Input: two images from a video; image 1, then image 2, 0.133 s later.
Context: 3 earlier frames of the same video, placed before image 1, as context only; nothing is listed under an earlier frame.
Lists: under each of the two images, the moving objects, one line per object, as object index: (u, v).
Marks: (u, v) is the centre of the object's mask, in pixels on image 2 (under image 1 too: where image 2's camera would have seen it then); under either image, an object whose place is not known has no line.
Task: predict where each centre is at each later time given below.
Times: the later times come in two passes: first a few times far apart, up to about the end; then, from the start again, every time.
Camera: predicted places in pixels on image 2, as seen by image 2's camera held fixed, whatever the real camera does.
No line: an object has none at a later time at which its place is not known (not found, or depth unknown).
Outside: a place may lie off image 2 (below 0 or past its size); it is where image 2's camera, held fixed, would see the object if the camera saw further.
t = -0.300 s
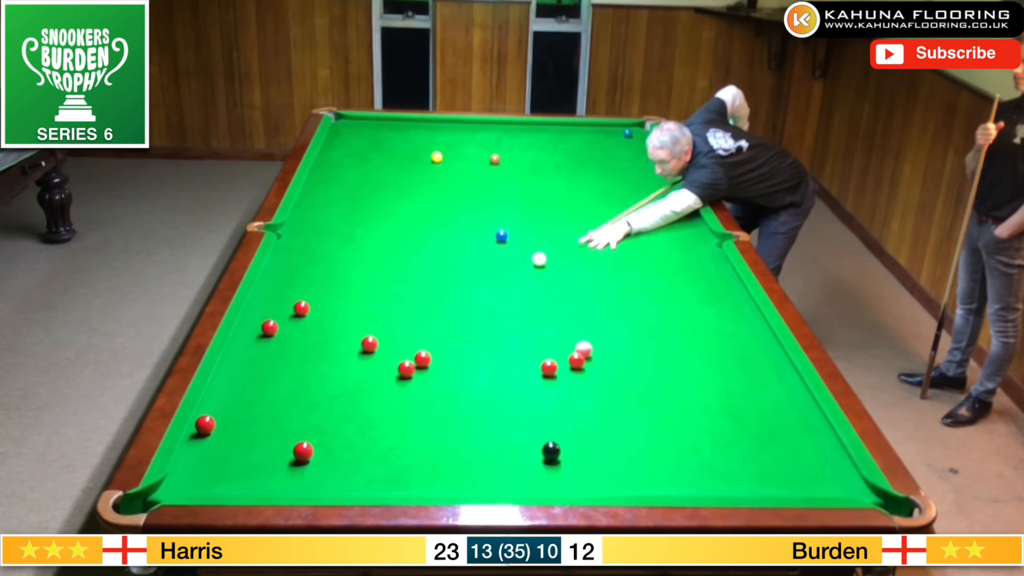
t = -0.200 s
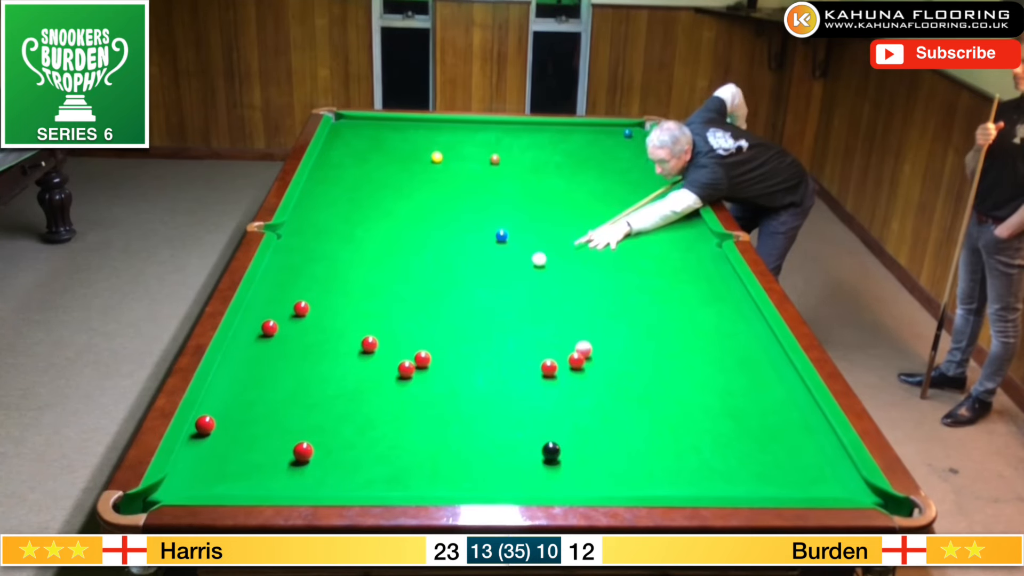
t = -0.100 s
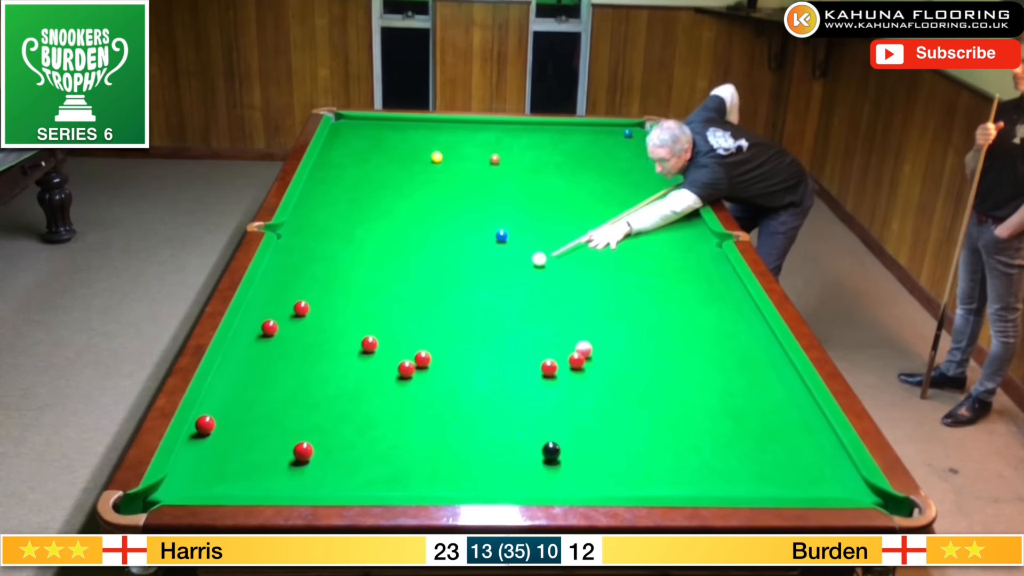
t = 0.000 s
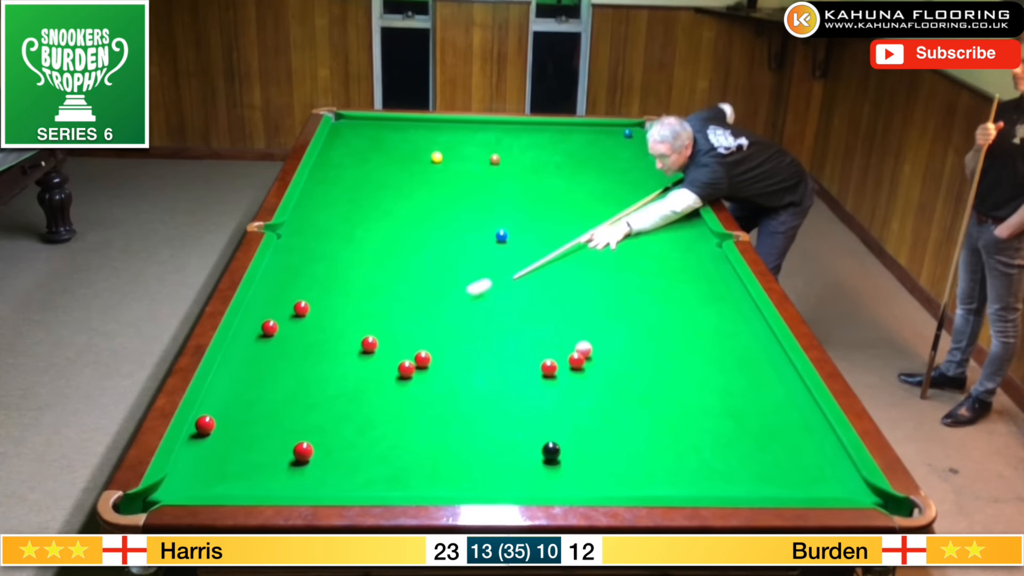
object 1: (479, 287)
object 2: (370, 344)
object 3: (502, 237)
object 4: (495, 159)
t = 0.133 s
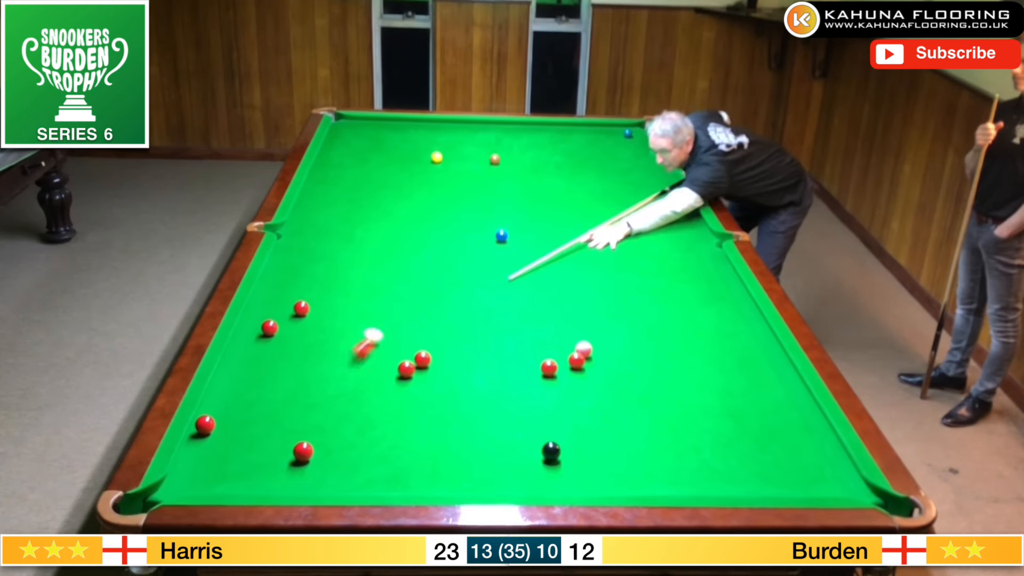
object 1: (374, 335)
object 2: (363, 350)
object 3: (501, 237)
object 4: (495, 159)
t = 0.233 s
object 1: (343, 331)
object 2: (300, 405)
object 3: (501, 237)
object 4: (495, 159)
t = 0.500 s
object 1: (292, 317)
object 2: (220, 442)
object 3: (501, 237)
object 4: (495, 159)
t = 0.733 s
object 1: (257, 305)
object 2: (311, 378)
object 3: (502, 237)
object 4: (495, 159)
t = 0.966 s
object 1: (283, 294)
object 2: (381, 327)
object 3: (502, 237)
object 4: (495, 159)
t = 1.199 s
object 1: (308, 285)
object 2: (437, 287)
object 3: (502, 237)
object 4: (495, 159)
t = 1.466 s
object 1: (334, 275)
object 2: (489, 249)
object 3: (502, 236)
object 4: (495, 159)
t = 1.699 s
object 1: (355, 267)
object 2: (528, 238)
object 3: (501, 222)
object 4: (495, 159)
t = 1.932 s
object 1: (372, 261)
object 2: (564, 232)
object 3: (500, 205)
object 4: (495, 159)
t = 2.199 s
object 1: (391, 254)
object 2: (603, 225)
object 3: (499, 189)
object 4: (495, 159)
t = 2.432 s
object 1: (405, 248)
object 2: (633, 220)
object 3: (498, 176)
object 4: (495, 159)
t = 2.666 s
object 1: (417, 243)
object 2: (662, 215)
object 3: (498, 164)
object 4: (494, 158)
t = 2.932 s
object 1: (430, 238)
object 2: (692, 210)
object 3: (504, 161)
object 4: (489, 152)
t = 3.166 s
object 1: (440, 234)
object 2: (676, 208)
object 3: (509, 158)
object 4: (485, 147)
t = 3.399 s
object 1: (448, 231)
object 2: (663, 207)
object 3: (513, 156)
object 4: (481, 142)
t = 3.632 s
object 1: (456, 228)
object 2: (651, 205)
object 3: (516, 155)
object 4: (478, 138)
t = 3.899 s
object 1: (463, 225)
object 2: (638, 204)
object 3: (519, 154)
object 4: (474, 133)
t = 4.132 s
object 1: (468, 223)
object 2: (629, 204)
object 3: (522, 153)
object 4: (471, 130)
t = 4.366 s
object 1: (472, 222)
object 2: (622, 203)
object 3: (523, 152)
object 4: (469, 128)
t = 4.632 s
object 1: (476, 220)
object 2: (616, 203)
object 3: (524, 152)
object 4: (467, 125)
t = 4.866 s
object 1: (478, 219)
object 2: (611, 203)
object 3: (523, 152)
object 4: (465, 124)
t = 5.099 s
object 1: (480, 219)
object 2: (608, 202)
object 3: (523, 152)
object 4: (465, 123)
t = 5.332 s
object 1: (481, 219)
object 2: (607, 202)
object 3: (523, 152)
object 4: (464, 122)
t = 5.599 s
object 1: (481, 219)
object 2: (606, 202)
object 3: (523, 152)
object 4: (464, 122)
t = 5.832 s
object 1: (481, 219)
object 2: (606, 202)
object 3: (523, 152)
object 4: (464, 122)
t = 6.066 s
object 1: (481, 219)
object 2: (606, 202)
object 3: (523, 152)
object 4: (464, 122)
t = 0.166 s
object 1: (362, 334)
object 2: (344, 367)
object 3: (501, 237)
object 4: (495, 159)
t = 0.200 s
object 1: (352, 333)
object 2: (323, 385)
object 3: (502, 237)
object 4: (495, 159)
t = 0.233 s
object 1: (343, 331)
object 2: (300, 405)
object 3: (501, 237)
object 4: (495, 159)
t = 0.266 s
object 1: (335, 329)
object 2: (277, 424)
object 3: (501, 237)
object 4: (495, 159)
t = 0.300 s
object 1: (327, 328)
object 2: (252, 446)
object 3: (501, 237)
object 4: (495, 159)
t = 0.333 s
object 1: (320, 326)
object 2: (227, 468)
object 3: (501, 237)
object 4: (495, 159)
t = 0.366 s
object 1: (314, 325)
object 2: (202, 486)
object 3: (502, 237)
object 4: (495, 159)
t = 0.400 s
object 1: (309, 322)
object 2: (188, 479)
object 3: (501, 237)
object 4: (495, 159)
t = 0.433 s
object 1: (303, 320)
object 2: (185, 465)
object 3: (501, 237)
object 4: (495, 159)
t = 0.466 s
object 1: (298, 319)
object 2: (203, 454)
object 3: (501, 237)
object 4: (495, 159)
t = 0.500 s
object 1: (292, 317)
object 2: (220, 442)
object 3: (501, 237)
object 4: (495, 159)
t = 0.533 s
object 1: (287, 315)
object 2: (235, 432)
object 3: (501, 237)
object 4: (495, 159)
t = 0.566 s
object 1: (282, 313)
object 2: (249, 422)
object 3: (502, 237)
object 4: (495, 159)
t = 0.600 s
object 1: (277, 312)
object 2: (262, 412)
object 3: (502, 237)
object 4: (495, 159)
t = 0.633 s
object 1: (272, 310)
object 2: (275, 404)
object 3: (502, 237)
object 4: (495, 159)
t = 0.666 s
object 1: (267, 308)
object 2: (287, 394)
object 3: (502, 237)
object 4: (495, 159)
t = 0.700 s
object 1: (262, 307)
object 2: (300, 386)
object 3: (502, 237)
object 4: (495, 159)
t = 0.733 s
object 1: (257, 305)
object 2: (311, 378)
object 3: (502, 237)
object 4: (495, 159)
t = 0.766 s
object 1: (258, 303)
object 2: (322, 370)
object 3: (502, 237)
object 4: (495, 159)
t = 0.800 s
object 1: (263, 302)
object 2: (333, 362)
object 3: (501, 237)
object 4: (495, 159)
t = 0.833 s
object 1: (267, 300)
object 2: (343, 354)
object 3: (502, 237)
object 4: (495, 159)
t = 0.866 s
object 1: (271, 299)
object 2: (353, 347)
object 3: (502, 237)
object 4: (495, 159)
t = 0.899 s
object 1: (275, 297)
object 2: (363, 340)
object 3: (502, 237)
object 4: (495, 159)
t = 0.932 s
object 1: (279, 296)
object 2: (372, 334)
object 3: (501, 237)
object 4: (495, 159)
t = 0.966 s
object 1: (283, 294)
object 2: (381, 327)
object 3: (502, 237)
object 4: (495, 159)
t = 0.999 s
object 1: (287, 293)
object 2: (390, 321)
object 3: (502, 237)
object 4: (495, 159)
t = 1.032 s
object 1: (291, 291)
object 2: (398, 315)
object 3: (502, 237)
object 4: (495, 159)
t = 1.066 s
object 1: (295, 290)
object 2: (406, 309)
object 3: (502, 237)
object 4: (495, 159)
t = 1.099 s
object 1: (298, 289)
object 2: (415, 303)
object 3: (502, 237)
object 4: (495, 159)
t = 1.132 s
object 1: (302, 287)
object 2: (422, 298)
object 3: (502, 237)
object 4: (495, 159)
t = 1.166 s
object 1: (305, 286)
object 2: (430, 292)
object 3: (502, 237)
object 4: (495, 159)
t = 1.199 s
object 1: (308, 285)
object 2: (437, 287)
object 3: (502, 237)
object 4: (495, 159)
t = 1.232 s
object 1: (312, 283)
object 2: (444, 282)
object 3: (502, 237)
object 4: (495, 159)
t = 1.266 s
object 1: (315, 282)
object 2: (451, 277)
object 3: (502, 237)
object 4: (495, 159)
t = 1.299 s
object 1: (319, 281)
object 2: (458, 272)
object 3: (502, 237)
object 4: (495, 159)
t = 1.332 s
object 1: (322, 280)
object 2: (465, 267)
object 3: (502, 237)
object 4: (495, 159)
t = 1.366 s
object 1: (325, 279)
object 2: (471, 263)
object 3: (502, 237)
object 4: (495, 159)
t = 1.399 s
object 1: (328, 277)
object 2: (477, 258)
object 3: (502, 236)
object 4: (495, 159)
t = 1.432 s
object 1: (331, 276)
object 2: (483, 254)
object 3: (502, 237)
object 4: (495, 159)
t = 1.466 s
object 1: (334, 275)
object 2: (489, 249)
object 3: (502, 236)
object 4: (495, 159)
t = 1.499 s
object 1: (338, 274)
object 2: (495, 246)
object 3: (502, 236)
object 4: (495, 159)
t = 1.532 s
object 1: (340, 273)
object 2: (501, 241)
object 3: (502, 233)
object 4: (495, 159)
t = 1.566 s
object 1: (343, 272)
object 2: (506, 240)
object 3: (500, 232)
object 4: (495, 159)
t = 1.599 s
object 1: (346, 270)
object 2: (512, 240)
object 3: (501, 230)
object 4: (495, 159)
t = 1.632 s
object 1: (349, 269)
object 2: (517, 239)
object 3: (501, 227)
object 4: (495, 159)
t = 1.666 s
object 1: (352, 268)
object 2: (523, 239)
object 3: (501, 224)
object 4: (495, 159)
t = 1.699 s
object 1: (355, 267)
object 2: (528, 238)
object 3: (501, 222)
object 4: (495, 159)
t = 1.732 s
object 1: (357, 266)
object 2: (533, 237)
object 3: (501, 219)
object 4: (495, 159)
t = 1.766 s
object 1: (360, 265)
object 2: (539, 236)
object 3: (500, 217)
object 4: (495, 159)
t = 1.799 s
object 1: (363, 264)
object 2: (544, 235)
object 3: (500, 214)
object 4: (495, 159)
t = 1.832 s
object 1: (365, 263)
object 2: (549, 234)
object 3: (500, 212)
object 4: (495, 159)
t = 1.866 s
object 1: (368, 262)
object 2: (554, 233)
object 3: (500, 210)
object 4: (495, 159)
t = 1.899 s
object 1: (370, 262)
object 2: (559, 233)
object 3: (500, 207)
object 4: (495, 159)
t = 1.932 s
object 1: (372, 261)
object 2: (564, 232)
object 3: (500, 205)
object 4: (495, 159)
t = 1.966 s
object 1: (375, 260)
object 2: (569, 231)
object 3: (500, 203)
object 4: (495, 159)
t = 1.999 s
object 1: (377, 259)
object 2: (574, 230)
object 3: (499, 201)
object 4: (495, 159)
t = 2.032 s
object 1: (380, 258)
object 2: (579, 229)
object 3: (499, 199)
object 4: (495, 159)
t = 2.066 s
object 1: (382, 257)
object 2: (584, 228)
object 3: (499, 197)
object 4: (495, 159)
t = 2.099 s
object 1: (384, 256)
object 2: (589, 228)
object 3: (499, 194)
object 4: (495, 159)
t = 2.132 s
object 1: (386, 255)
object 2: (593, 227)
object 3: (499, 192)
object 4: (495, 159)
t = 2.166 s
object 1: (388, 254)
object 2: (598, 226)
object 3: (499, 190)
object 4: (495, 159)
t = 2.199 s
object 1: (391, 254)
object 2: (603, 225)
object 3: (499, 189)
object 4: (495, 159)
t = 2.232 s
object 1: (393, 253)
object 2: (607, 225)
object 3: (499, 187)
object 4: (495, 159)
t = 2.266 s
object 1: (395, 252)
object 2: (612, 224)
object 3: (499, 185)
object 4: (495, 159)
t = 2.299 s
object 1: (397, 251)
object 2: (616, 223)
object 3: (499, 183)
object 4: (495, 159)
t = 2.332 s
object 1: (399, 250)
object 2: (620, 223)
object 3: (498, 181)
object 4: (495, 159)
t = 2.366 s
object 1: (401, 249)
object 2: (625, 222)
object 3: (498, 179)
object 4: (495, 159)
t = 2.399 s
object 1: (403, 249)
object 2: (629, 221)
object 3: (498, 177)
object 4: (495, 159)
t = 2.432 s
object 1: (405, 248)
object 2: (633, 220)
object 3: (498, 176)
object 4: (495, 159)
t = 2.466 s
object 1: (407, 247)
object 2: (637, 219)
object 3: (498, 174)
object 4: (495, 159)
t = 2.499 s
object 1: (409, 246)
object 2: (642, 219)
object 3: (498, 172)
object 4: (495, 159)
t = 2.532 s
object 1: (410, 246)
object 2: (646, 218)
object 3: (498, 170)
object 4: (495, 159)
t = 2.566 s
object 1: (412, 245)
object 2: (650, 217)
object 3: (498, 169)
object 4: (495, 158)
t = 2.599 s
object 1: (414, 244)
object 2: (654, 217)
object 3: (498, 167)
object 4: (494, 158)
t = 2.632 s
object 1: (416, 244)
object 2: (658, 216)
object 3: (498, 166)
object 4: (494, 158)
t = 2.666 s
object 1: (417, 243)
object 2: (662, 215)
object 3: (498, 164)
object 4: (494, 158)
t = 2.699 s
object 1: (419, 242)
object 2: (666, 214)
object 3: (498, 163)
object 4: (493, 157)
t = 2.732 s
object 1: (421, 242)
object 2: (670, 214)
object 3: (499, 163)
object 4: (493, 157)
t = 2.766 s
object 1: (422, 241)
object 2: (674, 213)
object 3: (500, 162)
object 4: (492, 156)
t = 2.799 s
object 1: (424, 241)
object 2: (677, 212)
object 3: (501, 162)
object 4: (492, 156)
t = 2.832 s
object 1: (425, 240)
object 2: (681, 212)
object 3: (501, 162)
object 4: (491, 155)
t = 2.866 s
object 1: (427, 239)
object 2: (685, 211)
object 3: (502, 161)
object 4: (491, 154)
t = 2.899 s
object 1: (428, 239)
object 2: (689, 210)
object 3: (503, 161)
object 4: (490, 153)
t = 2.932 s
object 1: (430, 238)
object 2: (692, 210)
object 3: (504, 161)
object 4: (489, 152)
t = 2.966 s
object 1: (432, 237)
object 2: (690, 210)
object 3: (504, 160)
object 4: (489, 151)
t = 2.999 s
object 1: (433, 237)
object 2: (687, 210)
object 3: (505, 160)
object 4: (488, 151)
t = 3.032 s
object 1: (434, 236)
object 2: (685, 209)
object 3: (506, 160)
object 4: (487, 150)
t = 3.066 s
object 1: (436, 236)
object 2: (683, 209)
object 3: (506, 159)
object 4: (486, 149)
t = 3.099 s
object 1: (437, 235)
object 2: (681, 209)
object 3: (507, 159)
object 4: (486, 148)
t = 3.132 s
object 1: (439, 235)
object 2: (679, 209)
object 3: (508, 159)
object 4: (486, 148)
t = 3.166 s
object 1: (440, 234)
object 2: (676, 208)
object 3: (509, 158)
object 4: (485, 147)
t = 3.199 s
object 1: (441, 234)
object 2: (674, 208)
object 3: (509, 158)
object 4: (484, 146)
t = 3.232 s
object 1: (442, 233)
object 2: (672, 208)
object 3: (510, 158)
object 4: (484, 145)
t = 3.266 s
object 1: (444, 233)
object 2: (670, 207)
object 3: (510, 157)
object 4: (483, 144)
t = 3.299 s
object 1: (445, 232)
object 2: (668, 207)
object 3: (511, 157)
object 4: (483, 144)
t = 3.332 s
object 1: (446, 232)
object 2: (667, 207)
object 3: (511, 157)
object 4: (482, 143)
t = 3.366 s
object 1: (447, 231)
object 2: (665, 207)
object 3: (512, 157)
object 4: (481, 142)
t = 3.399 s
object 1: (448, 231)
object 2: (663, 207)
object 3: (513, 156)
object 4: (481, 142)
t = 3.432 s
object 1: (449, 230)
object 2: (661, 206)
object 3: (513, 156)
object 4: (480, 141)
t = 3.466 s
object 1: (450, 230)
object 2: (659, 206)
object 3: (514, 156)
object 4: (480, 141)
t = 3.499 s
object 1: (451, 230)
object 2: (657, 206)
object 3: (514, 156)
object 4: (479, 140)
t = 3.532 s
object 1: (453, 229)
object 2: (655, 206)
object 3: (515, 156)
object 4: (479, 140)
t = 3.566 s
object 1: (454, 229)
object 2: (654, 206)
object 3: (515, 155)
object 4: (479, 139)
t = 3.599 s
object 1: (455, 228)
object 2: (652, 205)
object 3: (516, 155)
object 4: (478, 138)
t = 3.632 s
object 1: (456, 228)
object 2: (651, 205)
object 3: (516, 155)
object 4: (478, 138)
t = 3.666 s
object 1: (456, 228)
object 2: (649, 205)
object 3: (517, 155)
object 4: (477, 137)
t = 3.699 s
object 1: (457, 227)
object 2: (647, 205)
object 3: (517, 154)
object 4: (476, 137)
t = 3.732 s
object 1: (458, 227)
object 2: (646, 205)
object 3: (518, 154)
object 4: (476, 136)
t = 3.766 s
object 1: (459, 227)
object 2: (644, 205)
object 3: (518, 154)
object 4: (476, 136)
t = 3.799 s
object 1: (460, 226)
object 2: (643, 205)
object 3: (518, 154)
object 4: (475, 135)
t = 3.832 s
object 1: (461, 226)
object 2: (641, 204)
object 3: (519, 154)
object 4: (475, 134)
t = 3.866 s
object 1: (462, 226)
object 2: (640, 204)
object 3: (519, 153)
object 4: (474, 134)
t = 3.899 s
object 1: (463, 225)
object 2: (638, 204)
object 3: (519, 154)
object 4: (474, 133)
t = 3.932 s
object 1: (463, 225)
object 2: (637, 204)
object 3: (520, 153)
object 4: (474, 133)
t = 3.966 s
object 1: (464, 225)
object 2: (636, 204)
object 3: (520, 153)
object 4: (473, 133)
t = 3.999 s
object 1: (465, 224)
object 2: (634, 204)
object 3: (520, 153)
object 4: (473, 132)
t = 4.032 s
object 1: (466, 224)
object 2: (633, 204)
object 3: (521, 153)
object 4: (472, 132)
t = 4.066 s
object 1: (466, 224)
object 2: (632, 204)
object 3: (521, 153)
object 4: (472, 131)
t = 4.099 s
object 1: (467, 224)
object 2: (631, 204)
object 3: (521, 153)
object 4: (472, 131)
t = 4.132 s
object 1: (468, 223)
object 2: (629, 204)
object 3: (522, 153)
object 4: (471, 130)
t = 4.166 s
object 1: (468, 223)
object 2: (628, 203)
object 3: (522, 152)
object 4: (471, 130)
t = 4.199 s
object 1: (469, 223)
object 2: (627, 203)
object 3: (522, 152)
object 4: (471, 130)
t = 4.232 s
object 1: (470, 223)
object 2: (626, 203)
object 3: (522, 152)
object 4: (470, 129)
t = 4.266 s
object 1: (470, 222)
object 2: (625, 203)
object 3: (522, 152)
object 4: (470, 129)
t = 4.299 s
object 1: (471, 222)
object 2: (624, 203)
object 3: (523, 152)
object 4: (470, 129)
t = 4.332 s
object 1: (472, 222)
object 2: (623, 203)
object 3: (523, 152)
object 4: (469, 128)
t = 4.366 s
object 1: (472, 222)
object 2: (622, 203)
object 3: (523, 152)
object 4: (469, 128)
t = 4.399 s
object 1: (473, 221)
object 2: (621, 203)
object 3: (523, 152)
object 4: (469, 128)
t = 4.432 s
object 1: (473, 221)
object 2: (620, 203)
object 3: (523, 152)
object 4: (468, 127)
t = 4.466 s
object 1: (474, 221)
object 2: (619, 203)
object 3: (523, 152)
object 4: (468, 127)
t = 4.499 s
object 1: (474, 221)
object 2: (619, 203)
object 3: (523, 152)
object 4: (468, 127)
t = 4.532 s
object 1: (475, 221)
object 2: (618, 203)
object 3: (524, 152)
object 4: (468, 126)
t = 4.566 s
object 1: (475, 220)
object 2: (617, 203)
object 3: (523, 152)
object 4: (467, 126)
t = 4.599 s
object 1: (476, 220)
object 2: (616, 203)
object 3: (524, 152)
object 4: (467, 126)
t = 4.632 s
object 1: (476, 220)
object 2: (616, 203)
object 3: (524, 152)
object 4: (467, 125)
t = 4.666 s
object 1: (476, 220)
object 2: (615, 203)
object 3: (523, 152)
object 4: (466, 125)
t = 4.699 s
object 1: (477, 220)
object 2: (614, 203)
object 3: (523, 152)
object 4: (466, 125)
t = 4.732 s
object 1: (477, 220)
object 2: (613, 203)
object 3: (523, 152)
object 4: (466, 125)
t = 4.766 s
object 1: (477, 220)
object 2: (613, 203)
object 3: (523, 152)
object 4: (466, 125)
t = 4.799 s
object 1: (478, 219)
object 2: (612, 203)
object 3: (523, 152)
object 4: (466, 125)
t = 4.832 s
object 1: (478, 219)
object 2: (612, 203)
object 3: (523, 152)
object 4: (465, 124)
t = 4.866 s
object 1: (478, 219)
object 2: (611, 203)
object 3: (523, 152)
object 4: (465, 124)
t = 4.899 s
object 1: (479, 219)
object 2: (611, 202)
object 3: (523, 152)
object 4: (465, 124)
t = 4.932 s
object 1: (479, 219)
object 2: (610, 202)
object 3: (523, 152)
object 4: (465, 123)
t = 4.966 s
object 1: (479, 219)
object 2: (610, 202)
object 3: (523, 152)
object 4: (465, 123)
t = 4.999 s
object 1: (479, 219)
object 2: (609, 202)
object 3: (523, 152)
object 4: (465, 123)
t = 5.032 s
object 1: (480, 219)
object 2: (609, 202)
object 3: (523, 152)
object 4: (465, 123)
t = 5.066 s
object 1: (480, 219)
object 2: (609, 202)
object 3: (523, 152)
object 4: (465, 123)
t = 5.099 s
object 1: (480, 219)
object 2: (608, 202)
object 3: (523, 152)
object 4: (465, 123)
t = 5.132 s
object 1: (480, 219)
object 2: (608, 202)
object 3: (523, 152)
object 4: (464, 123)
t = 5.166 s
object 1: (481, 219)
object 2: (608, 202)
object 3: (523, 152)
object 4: (464, 123)
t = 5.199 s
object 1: (481, 219)
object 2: (608, 202)
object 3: (523, 152)
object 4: (464, 122)
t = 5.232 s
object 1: (481, 219)
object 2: (607, 202)
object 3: (523, 152)
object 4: (464, 122)
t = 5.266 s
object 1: (481, 219)
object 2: (607, 202)
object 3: (523, 152)
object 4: (464, 122)
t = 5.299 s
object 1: (481, 219)
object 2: (607, 202)
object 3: (523, 152)
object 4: (464, 122)
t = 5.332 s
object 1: (481, 219)
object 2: (607, 202)
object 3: (523, 152)
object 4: (464, 122)
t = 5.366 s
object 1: (481, 219)
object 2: (607, 202)
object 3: (523, 152)
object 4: (464, 122)
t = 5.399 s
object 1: (481, 219)
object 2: (607, 202)
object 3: (523, 152)
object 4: (464, 122)
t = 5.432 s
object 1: (481, 219)
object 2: (607, 202)
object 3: (523, 152)
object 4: (464, 122)
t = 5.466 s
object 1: (481, 219)
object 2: (606, 202)
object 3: (523, 152)
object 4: (464, 122)
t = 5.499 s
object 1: (481, 219)
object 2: (606, 202)
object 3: (523, 152)
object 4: (464, 122)
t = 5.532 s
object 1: (481, 219)
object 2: (606, 202)
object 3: (523, 152)
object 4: (464, 122)
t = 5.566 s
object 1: (481, 219)
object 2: (606, 202)
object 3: (523, 152)
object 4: (464, 122)
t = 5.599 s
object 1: (481, 219)
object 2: (606, 202)
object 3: (523, 152)
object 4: (464, 122)
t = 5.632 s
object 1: (481, 219)
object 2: (606, 202)
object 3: (523, 152)
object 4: (464, 122)
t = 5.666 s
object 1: (481, 219)
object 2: (606, 202)
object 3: (523, 152)
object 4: (464, 122)
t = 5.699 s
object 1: (481, 219)
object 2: (606, 202)
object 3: (523, 152)
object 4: (464, 122)
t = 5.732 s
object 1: (481, 219)
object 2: (606, 202)
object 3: (523, 152)
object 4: (464, 122)
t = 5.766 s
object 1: (481, 219)
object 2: (606, 202)
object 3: (523, 152)
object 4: (464, 122)
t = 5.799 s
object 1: (481, 219)
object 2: (606, 202)
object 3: (523, 152)
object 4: (464, 122)
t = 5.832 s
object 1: (481, 219)
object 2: (606, 202)
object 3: (523, 152)
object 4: (464, 122)
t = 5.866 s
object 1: (481, 219)
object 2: (606, 202)
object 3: (523, 152)
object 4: (464, 122)
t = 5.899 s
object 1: (481, 219)
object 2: (606, 202)
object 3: (523, 152)
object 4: (464, 122)
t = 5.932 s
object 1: (481, 219)
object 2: (606, 202)
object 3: (523, 152)
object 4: (464, 122)
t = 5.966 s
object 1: (481, 219)
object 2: (606, 202)
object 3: (523, 152)
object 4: (464, 122)
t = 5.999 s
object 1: (481, 219)
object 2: (606, 202)
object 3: (523, 152)
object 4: (464, 122)
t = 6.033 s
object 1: (481, 219)
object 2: (606, 202)
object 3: (523, 152)
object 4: (464, 122)
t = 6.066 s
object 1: (481, 219)
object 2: (606, 202)
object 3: (523, 152)
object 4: (464, 122)
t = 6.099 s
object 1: (481, 219)
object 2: (606, 202)
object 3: (523, 152)
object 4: (464, 122)
